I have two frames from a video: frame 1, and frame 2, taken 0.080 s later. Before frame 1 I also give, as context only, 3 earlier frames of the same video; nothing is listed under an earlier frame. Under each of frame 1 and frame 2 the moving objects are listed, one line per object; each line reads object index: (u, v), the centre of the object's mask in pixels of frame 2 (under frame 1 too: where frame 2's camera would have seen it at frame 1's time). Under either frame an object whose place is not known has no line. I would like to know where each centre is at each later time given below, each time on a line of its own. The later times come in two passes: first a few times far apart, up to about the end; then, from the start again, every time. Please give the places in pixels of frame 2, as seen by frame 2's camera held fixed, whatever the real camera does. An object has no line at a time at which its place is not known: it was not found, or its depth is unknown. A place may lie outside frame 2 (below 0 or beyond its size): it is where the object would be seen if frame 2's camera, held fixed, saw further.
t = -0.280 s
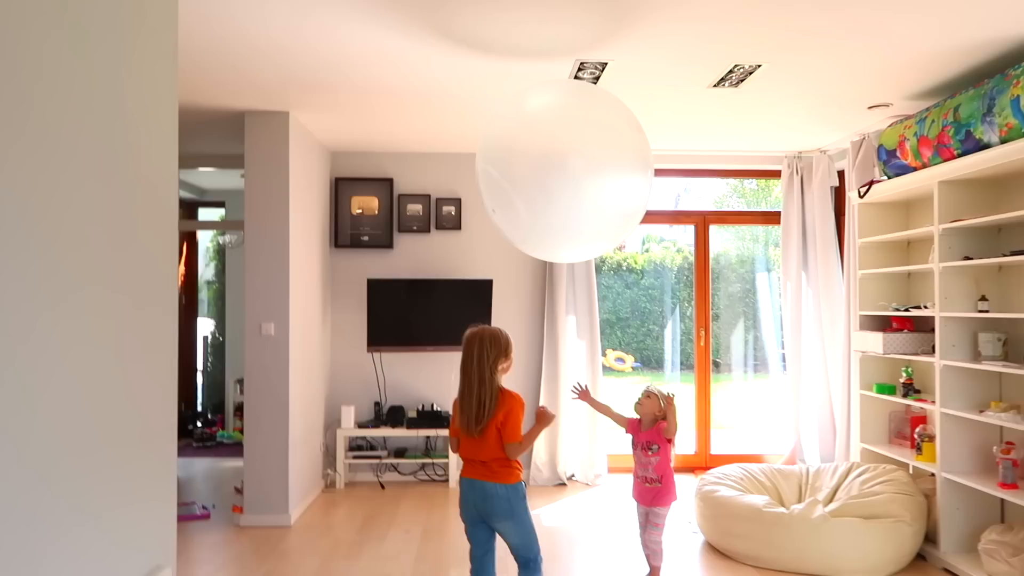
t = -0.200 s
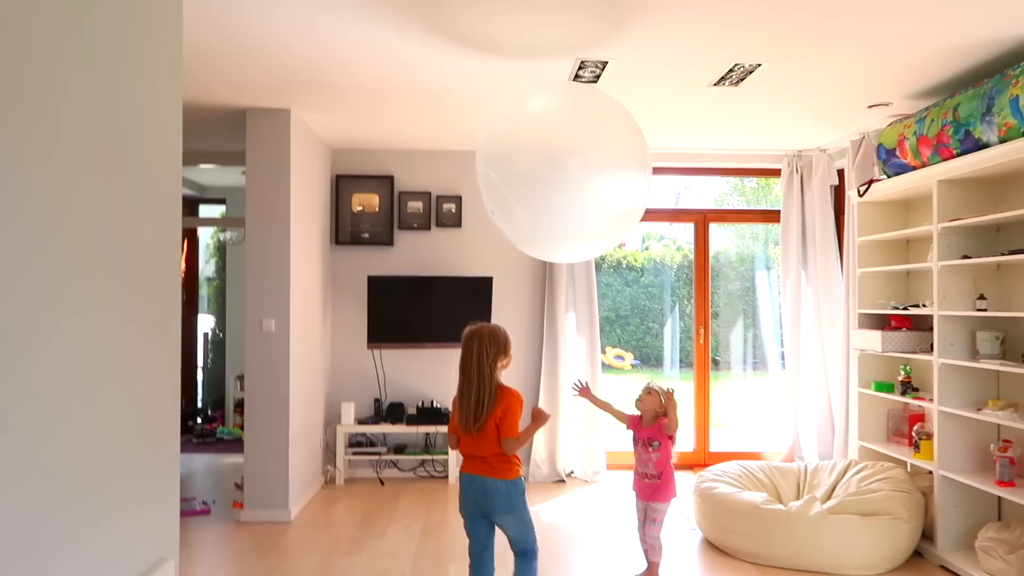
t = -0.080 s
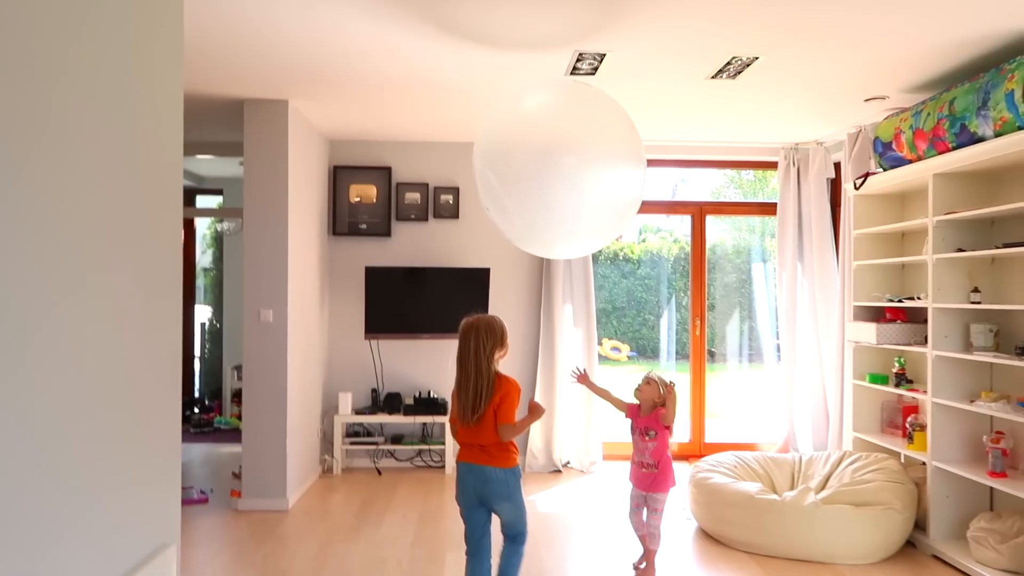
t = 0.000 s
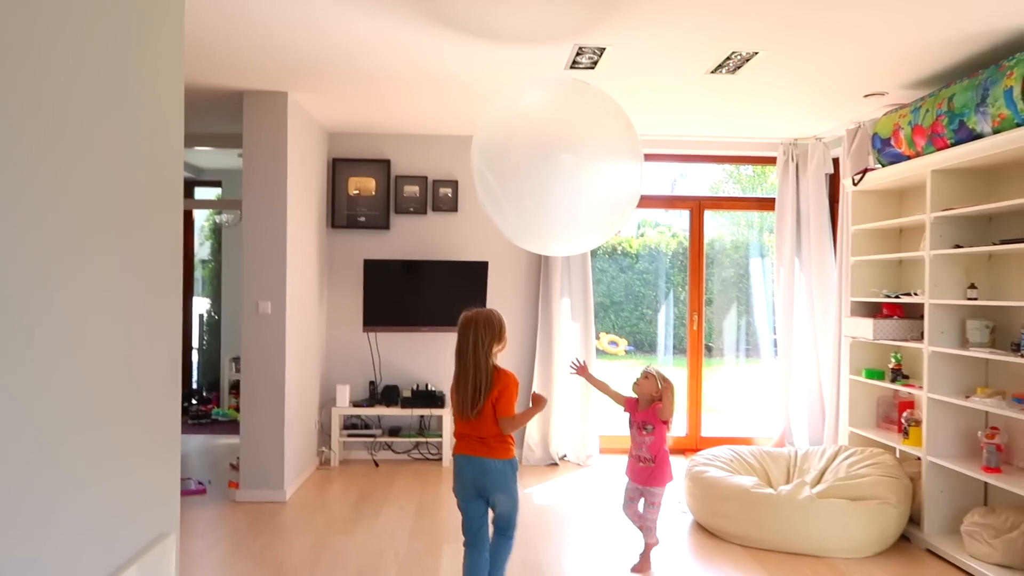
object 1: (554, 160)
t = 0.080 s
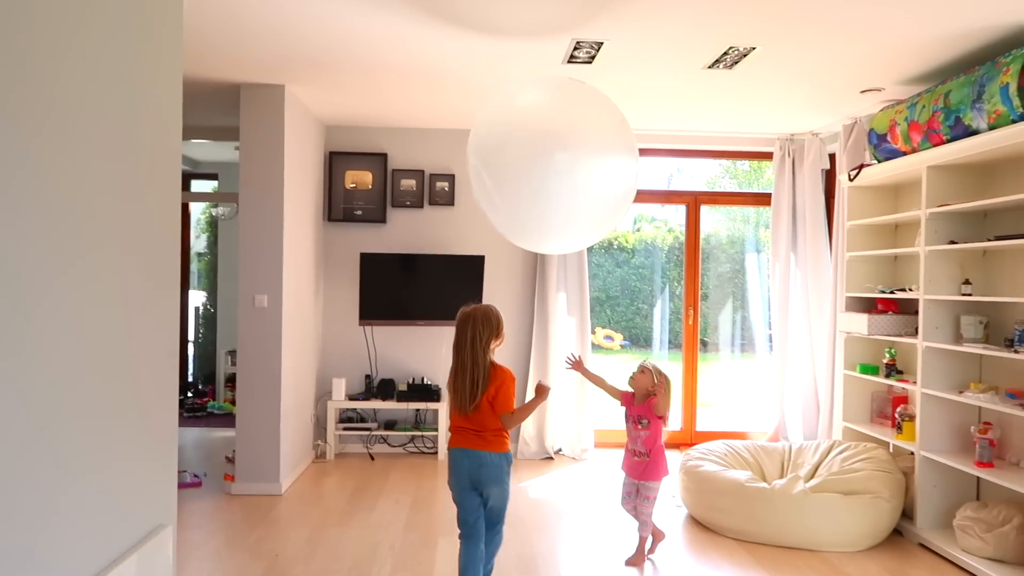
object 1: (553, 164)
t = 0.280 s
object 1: (548, 175)
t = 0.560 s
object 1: (542, 195)
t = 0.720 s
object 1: (539, 208)
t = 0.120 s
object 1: (552, 166)
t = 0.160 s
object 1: (551, 168)
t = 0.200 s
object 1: (550, 171)
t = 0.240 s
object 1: (549, 173)
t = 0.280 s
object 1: (548, 175)
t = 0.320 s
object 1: (547, 178)
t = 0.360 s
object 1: (546, 181)
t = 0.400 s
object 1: (546, 183)
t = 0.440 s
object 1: (545, 186)
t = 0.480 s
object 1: (544, 189)
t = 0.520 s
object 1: (543, 192)
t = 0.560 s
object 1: (542, 195)
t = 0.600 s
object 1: (541, 198)
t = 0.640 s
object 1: (541, 201)
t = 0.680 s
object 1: (540, 205)
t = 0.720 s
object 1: (539, 208)
